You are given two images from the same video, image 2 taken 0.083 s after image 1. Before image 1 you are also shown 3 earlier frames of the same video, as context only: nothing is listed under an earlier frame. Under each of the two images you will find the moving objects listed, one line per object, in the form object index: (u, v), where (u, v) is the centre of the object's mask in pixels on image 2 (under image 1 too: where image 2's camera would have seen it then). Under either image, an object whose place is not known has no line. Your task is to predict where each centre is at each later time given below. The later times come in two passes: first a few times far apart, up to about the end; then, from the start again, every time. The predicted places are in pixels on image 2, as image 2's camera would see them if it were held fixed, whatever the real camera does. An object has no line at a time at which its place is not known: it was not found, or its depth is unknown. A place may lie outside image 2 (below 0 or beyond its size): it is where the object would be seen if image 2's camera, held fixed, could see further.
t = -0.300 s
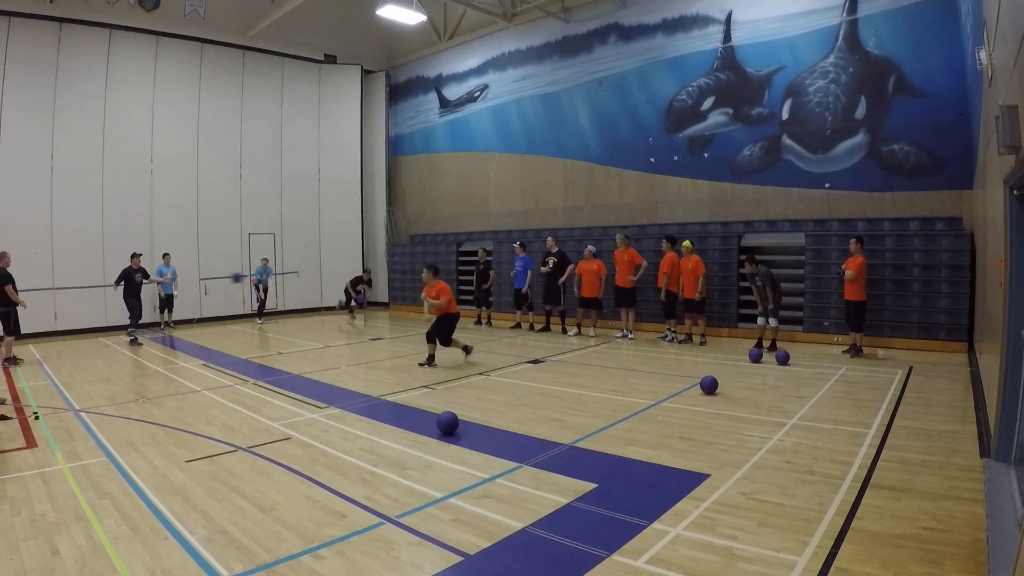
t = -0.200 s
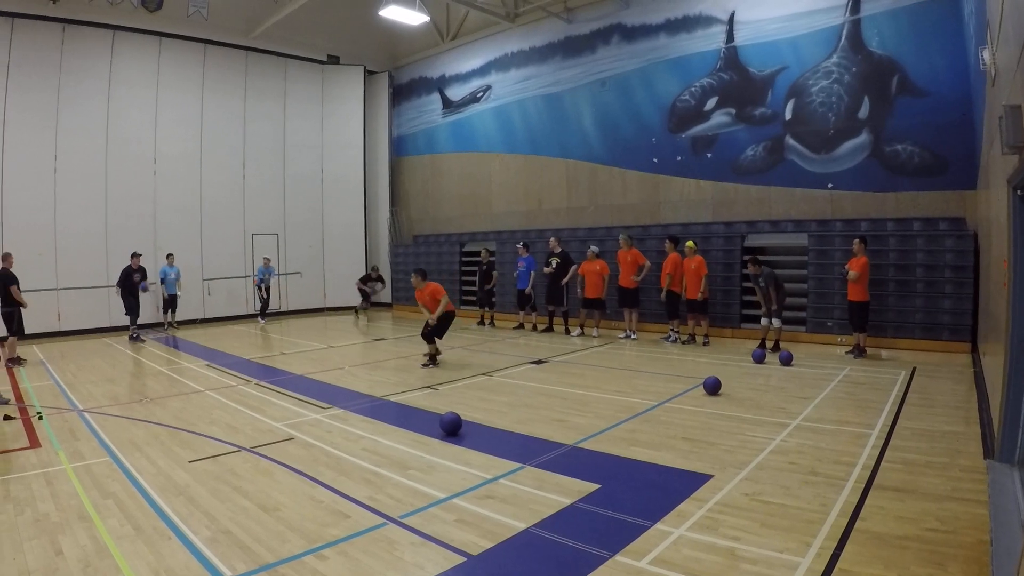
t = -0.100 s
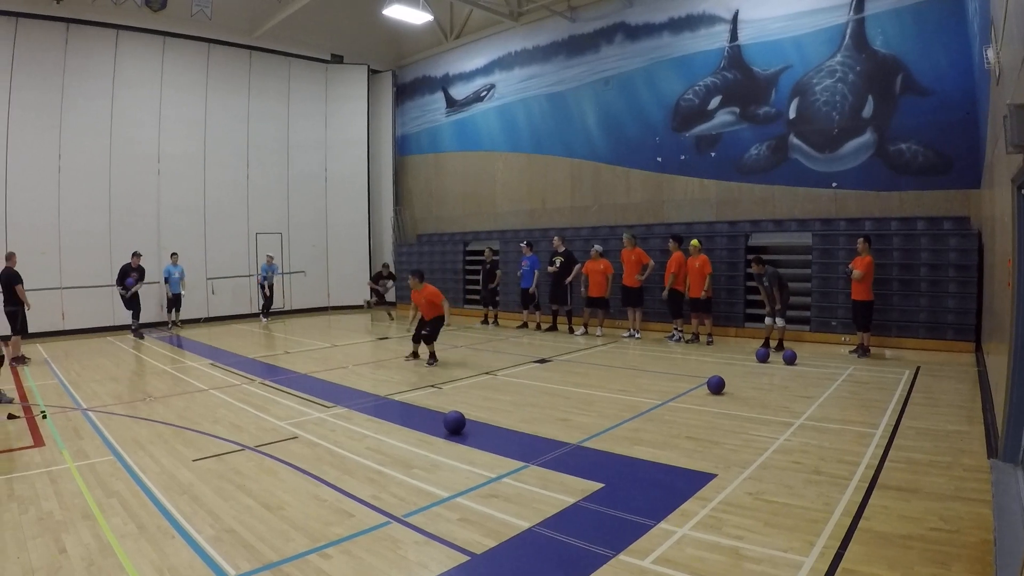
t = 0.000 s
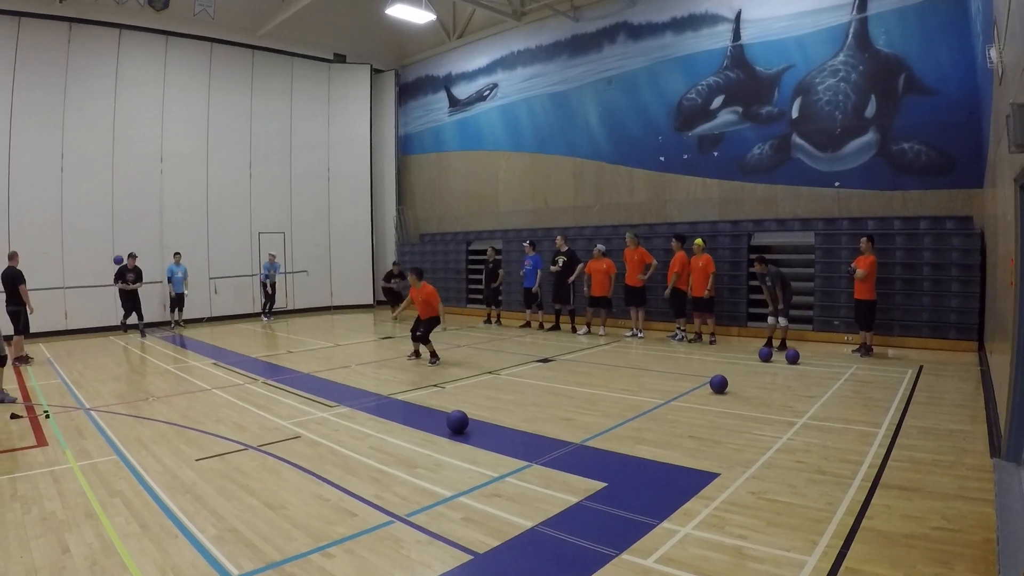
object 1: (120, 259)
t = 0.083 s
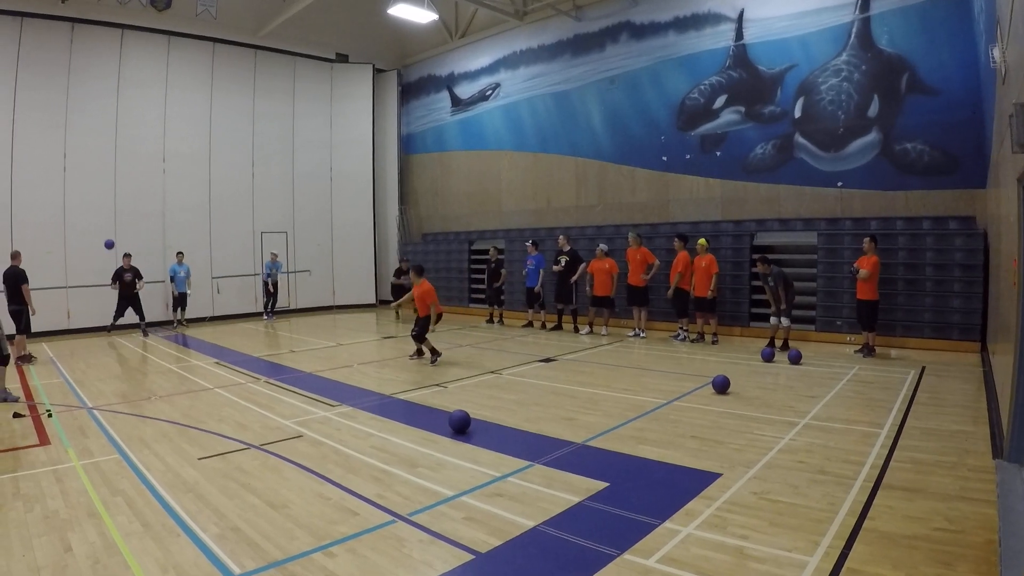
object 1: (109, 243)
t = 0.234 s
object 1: (90, 223)
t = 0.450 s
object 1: (62, 212)
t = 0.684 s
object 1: (31, 230)
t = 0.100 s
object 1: (107, 241)
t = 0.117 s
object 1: (104, 238)
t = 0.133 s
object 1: (102, 236)
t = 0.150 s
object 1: (100, 233)
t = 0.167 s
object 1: (98, 231)
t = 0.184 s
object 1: (96, 229)
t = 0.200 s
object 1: (94, 227)
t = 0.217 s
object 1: (92, 225)
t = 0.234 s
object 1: (90, 223)
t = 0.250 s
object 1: (88, 222)
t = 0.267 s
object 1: (86, 220)
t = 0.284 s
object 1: (84, 219)
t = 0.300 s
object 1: (81, 217)
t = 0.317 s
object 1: (79, 215)
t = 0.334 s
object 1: (77, 215)
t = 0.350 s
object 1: (75, 214)
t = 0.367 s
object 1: (73, 213)
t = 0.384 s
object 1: (69, 210)
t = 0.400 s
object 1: (69, 210)
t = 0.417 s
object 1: (67, 211)
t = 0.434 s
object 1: (64, 211)
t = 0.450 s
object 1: (62, 212)
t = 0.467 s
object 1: (60, 213)
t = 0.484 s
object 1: (58, 213)
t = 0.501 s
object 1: (56, 214)
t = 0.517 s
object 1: (54, 215)
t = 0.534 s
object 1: (51, 215)
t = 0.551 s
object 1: (49, 217)
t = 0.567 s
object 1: (47, 218)
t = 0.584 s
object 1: (45, 219)
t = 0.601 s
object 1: (42, 221)
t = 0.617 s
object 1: (40, 222)
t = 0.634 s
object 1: (38, 224)
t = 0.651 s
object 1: (36, 226)
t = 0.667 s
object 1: (33, 228)
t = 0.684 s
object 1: (31, 230)
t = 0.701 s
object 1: (29, 233)
